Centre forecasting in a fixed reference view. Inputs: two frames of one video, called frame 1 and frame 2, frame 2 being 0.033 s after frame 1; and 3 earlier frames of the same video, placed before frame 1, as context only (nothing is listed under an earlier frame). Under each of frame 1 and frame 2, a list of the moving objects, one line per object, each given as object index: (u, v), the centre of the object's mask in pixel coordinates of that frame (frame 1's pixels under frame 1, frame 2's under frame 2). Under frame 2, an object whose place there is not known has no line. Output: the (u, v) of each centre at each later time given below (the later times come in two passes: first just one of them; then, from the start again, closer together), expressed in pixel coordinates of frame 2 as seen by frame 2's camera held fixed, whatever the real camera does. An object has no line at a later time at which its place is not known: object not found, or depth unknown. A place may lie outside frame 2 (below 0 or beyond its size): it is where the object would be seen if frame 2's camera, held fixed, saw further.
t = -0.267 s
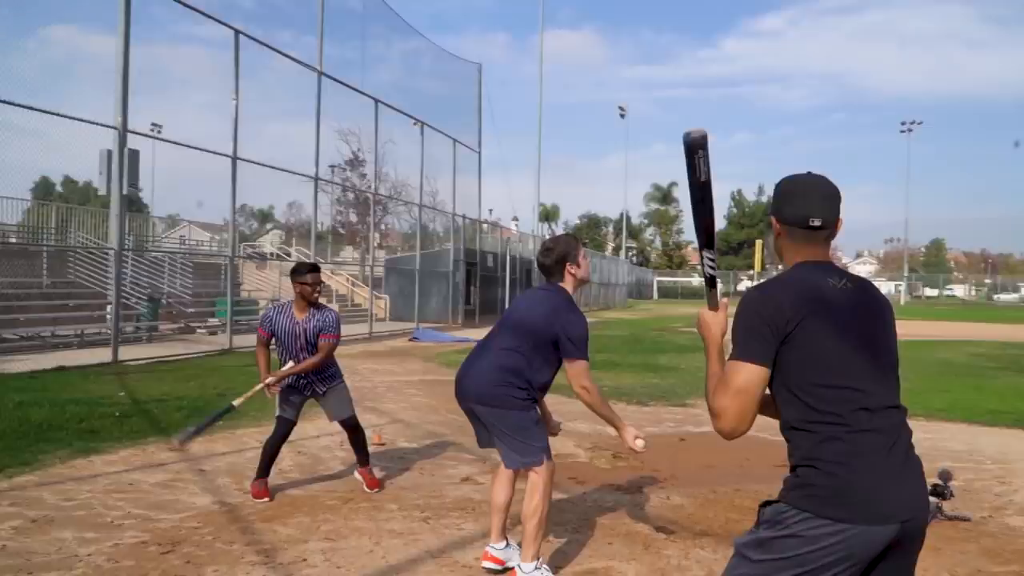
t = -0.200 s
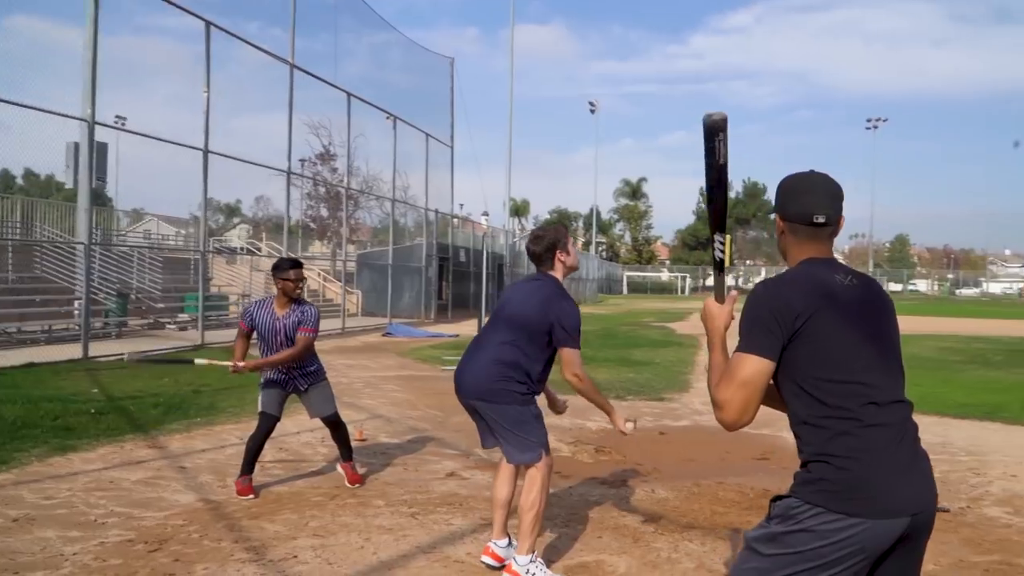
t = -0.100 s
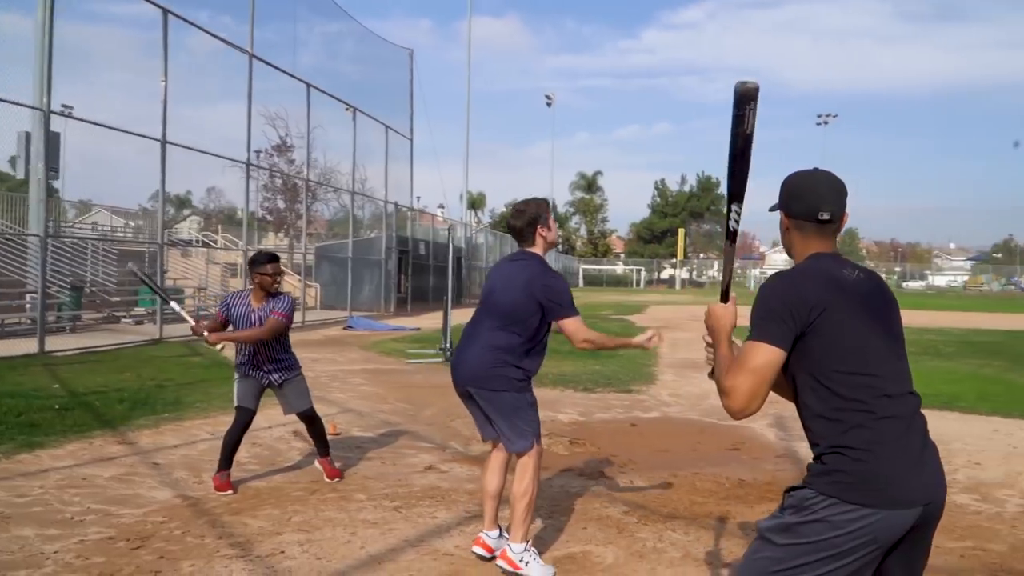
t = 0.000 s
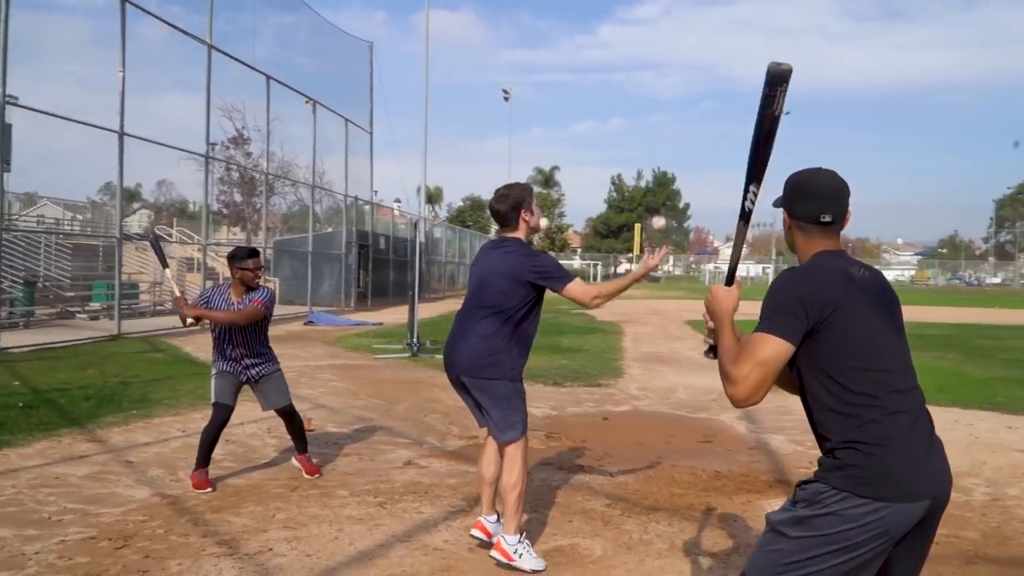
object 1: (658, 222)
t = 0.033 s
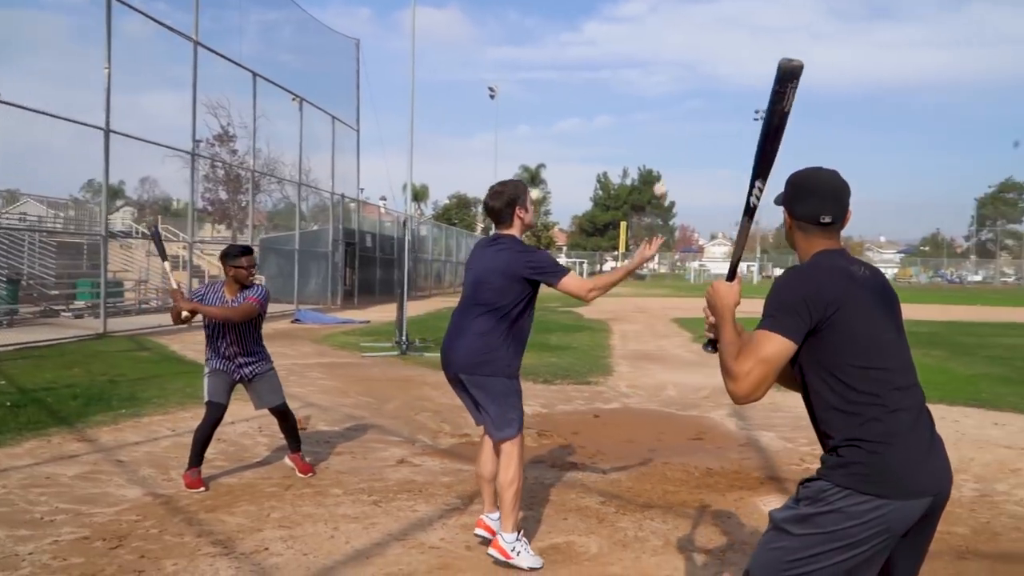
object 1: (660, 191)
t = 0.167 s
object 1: (723, 83)
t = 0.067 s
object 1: (676, 160)
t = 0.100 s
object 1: (692, 131)
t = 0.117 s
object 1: (700, 119)
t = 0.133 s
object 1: (708, 106)
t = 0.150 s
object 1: (715, 94)
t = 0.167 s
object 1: (723, 83)
